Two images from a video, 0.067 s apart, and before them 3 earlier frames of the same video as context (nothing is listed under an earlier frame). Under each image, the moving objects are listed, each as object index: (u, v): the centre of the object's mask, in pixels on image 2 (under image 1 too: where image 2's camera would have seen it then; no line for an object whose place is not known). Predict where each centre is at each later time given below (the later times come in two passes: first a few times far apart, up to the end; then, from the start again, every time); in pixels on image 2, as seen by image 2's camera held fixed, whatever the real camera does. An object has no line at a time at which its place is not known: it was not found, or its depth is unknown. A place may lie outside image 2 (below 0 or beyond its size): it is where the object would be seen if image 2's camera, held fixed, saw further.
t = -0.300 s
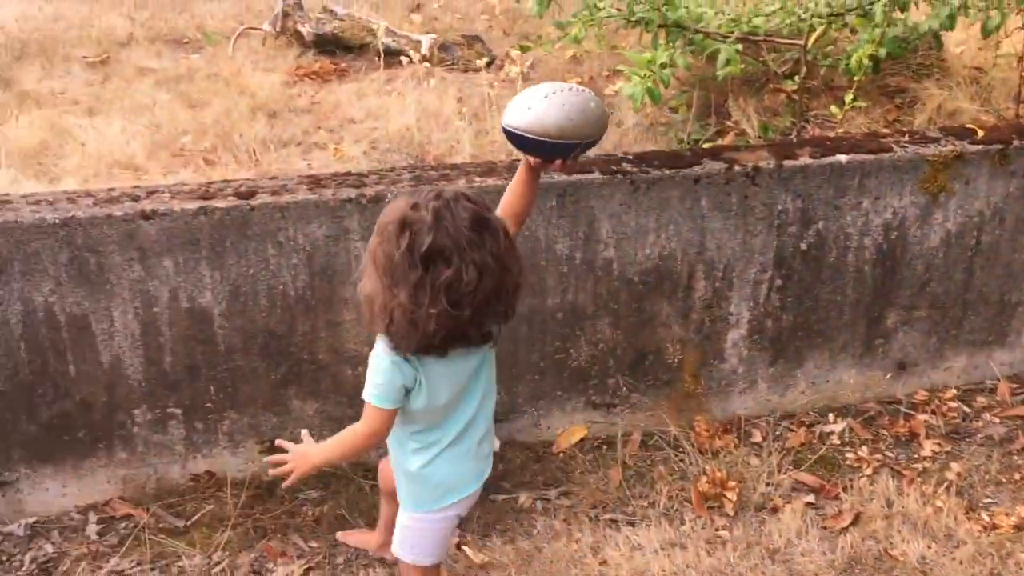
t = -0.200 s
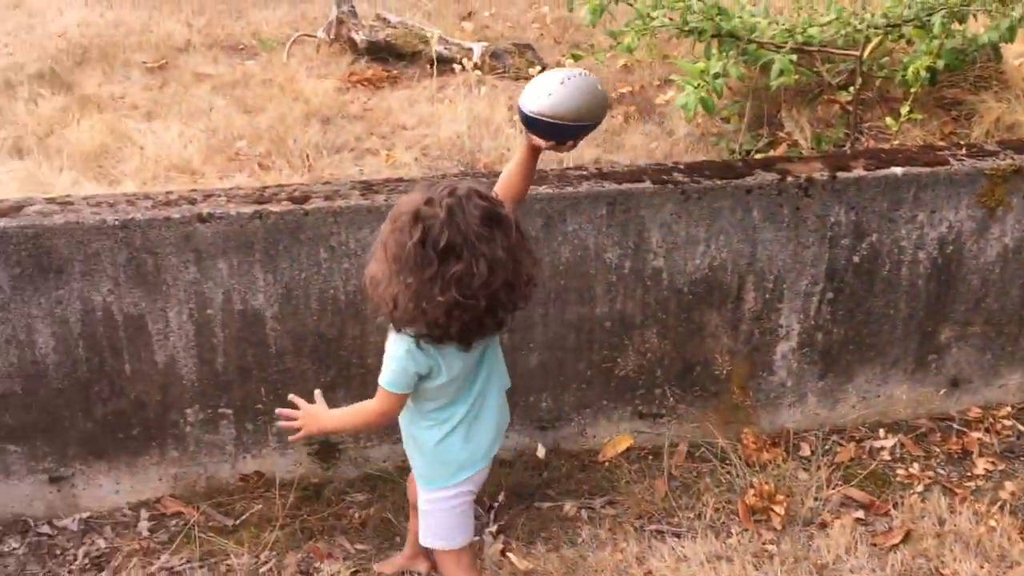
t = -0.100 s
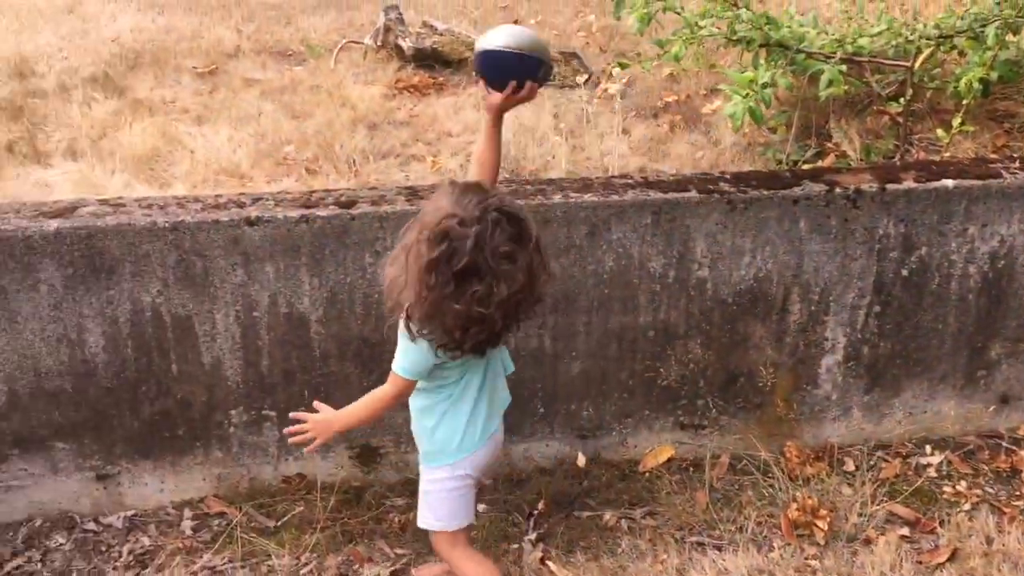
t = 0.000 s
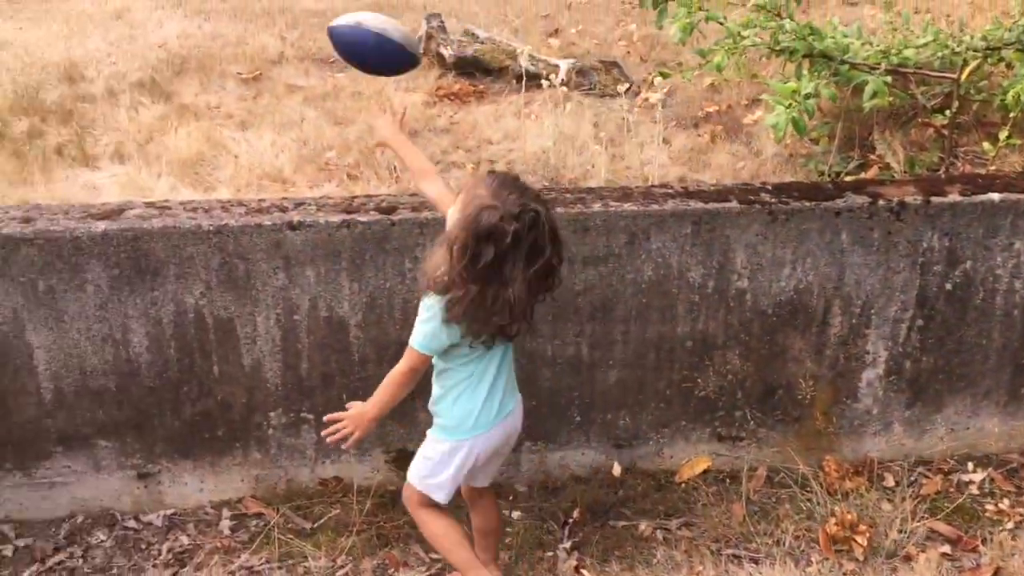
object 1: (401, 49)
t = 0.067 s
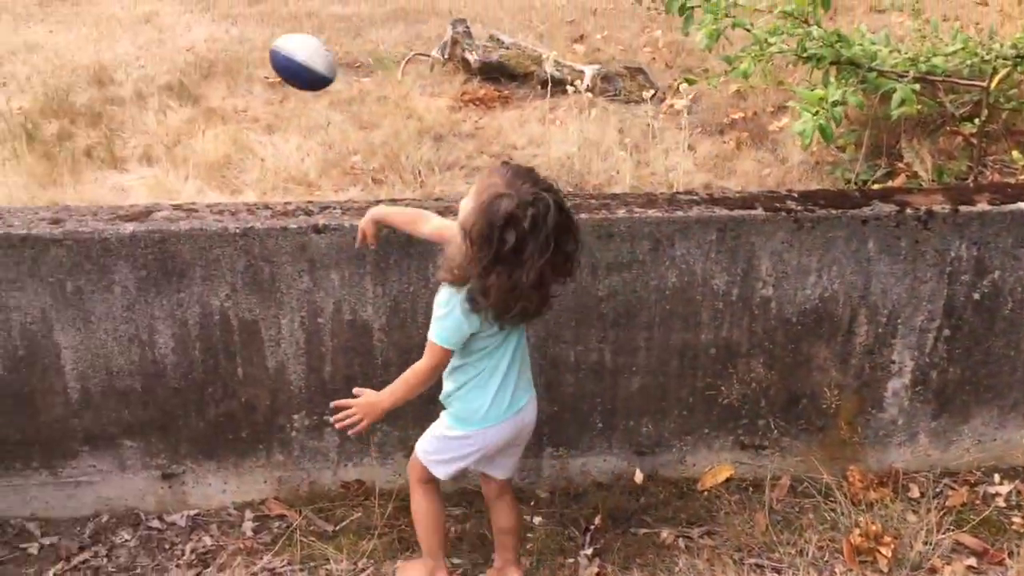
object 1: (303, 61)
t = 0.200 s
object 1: (162, 124)
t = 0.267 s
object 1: (106, 87)
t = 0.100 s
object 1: (261, 75)
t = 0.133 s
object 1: (223, 90)
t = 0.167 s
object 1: (191, 107)
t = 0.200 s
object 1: (162, 124)
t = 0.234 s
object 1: (133, 110)
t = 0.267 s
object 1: (106, 87)
